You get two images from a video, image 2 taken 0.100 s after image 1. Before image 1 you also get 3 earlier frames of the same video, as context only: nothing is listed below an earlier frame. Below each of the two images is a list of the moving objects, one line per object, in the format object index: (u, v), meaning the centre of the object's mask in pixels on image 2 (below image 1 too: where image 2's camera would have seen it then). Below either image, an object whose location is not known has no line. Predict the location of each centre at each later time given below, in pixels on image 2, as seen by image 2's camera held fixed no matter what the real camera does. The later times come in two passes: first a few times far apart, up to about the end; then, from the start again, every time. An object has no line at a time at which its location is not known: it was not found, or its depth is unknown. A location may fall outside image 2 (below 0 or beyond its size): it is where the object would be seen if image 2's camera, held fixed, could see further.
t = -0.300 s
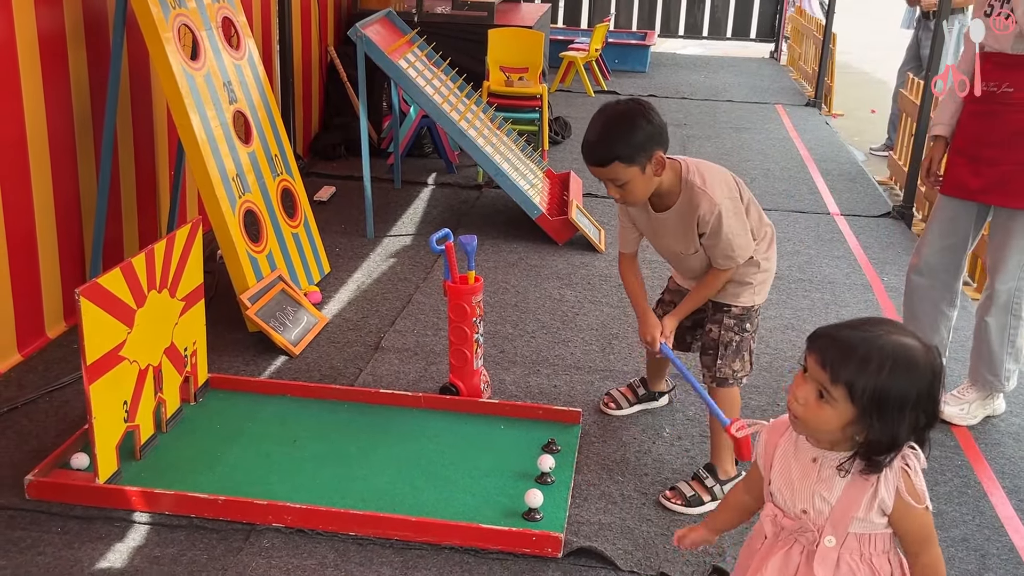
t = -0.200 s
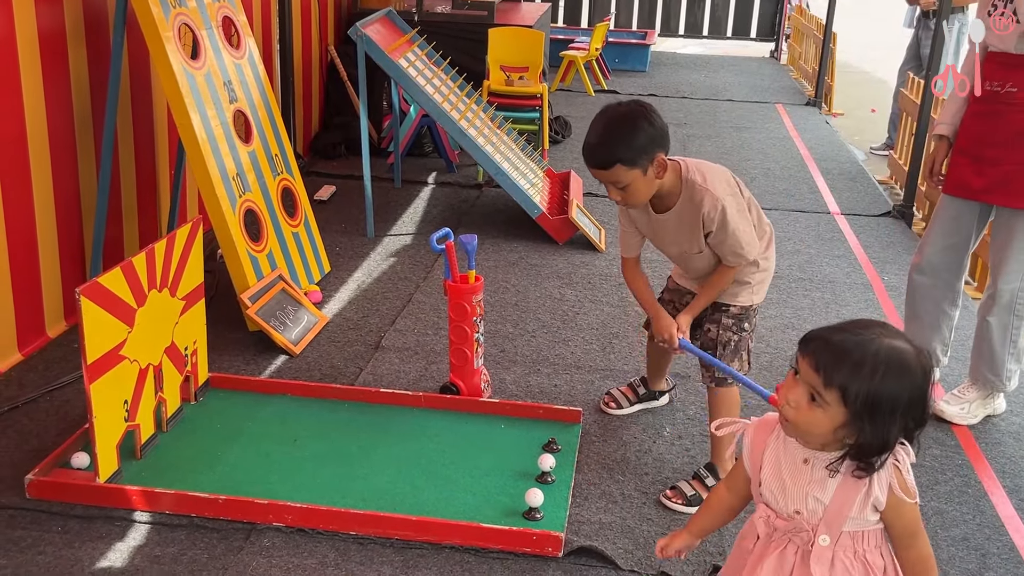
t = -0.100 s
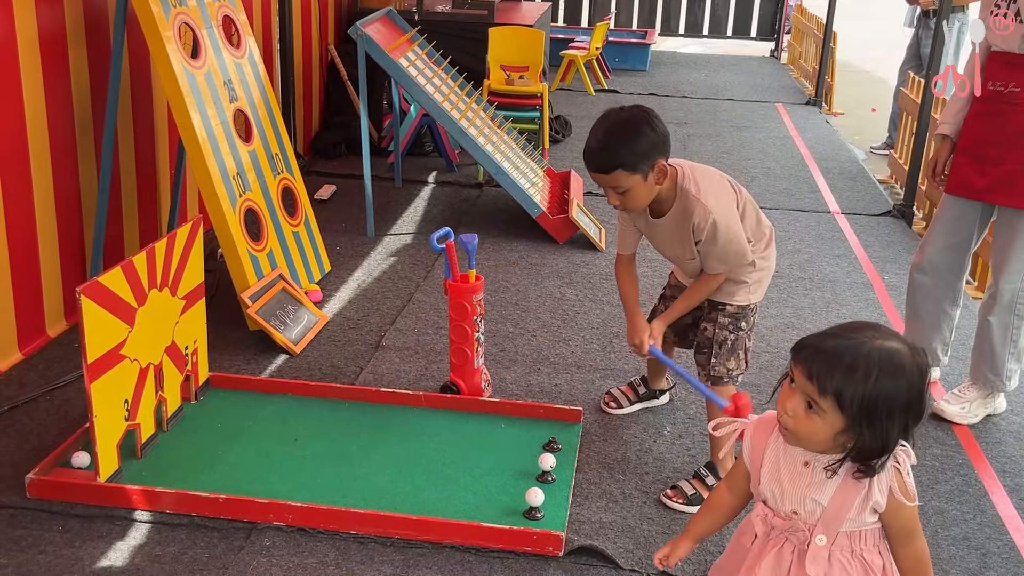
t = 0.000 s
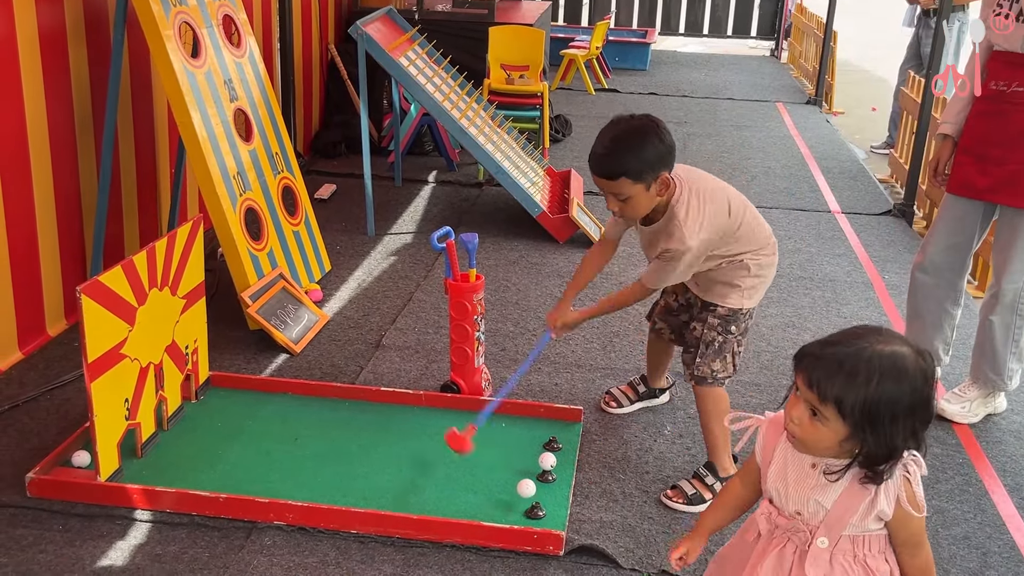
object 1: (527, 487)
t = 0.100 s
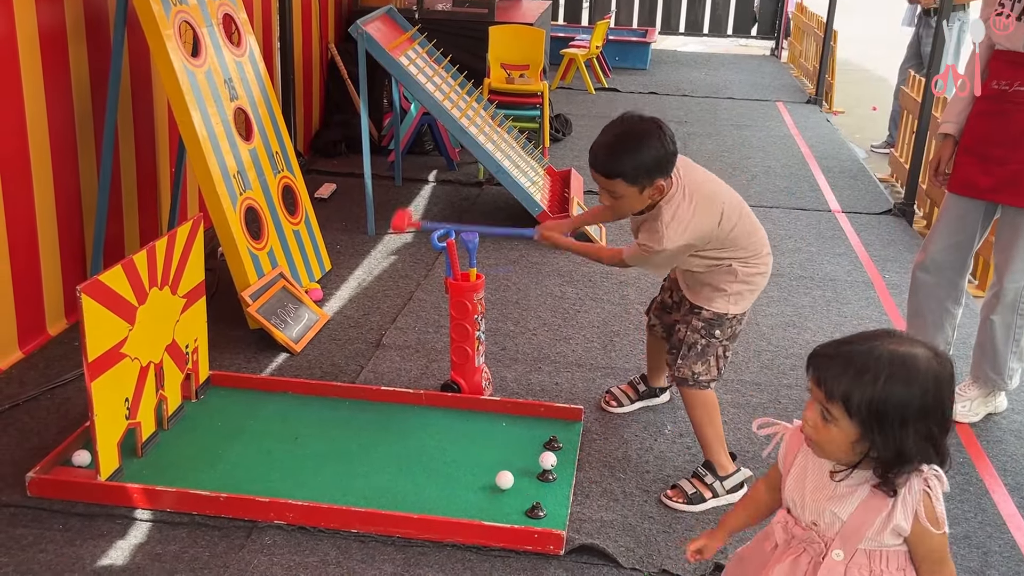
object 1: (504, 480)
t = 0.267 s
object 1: (473, 459)
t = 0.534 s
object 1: (433, 427)
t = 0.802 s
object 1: (402, 400)
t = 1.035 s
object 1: (376, 404)
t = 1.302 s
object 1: (354, 408)
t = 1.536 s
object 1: (341, 410)
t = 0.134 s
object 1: (498, 476)
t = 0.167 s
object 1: (491, 472)
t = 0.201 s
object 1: (485, 468)
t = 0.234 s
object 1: (479, 463)
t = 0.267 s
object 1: (473, 459)
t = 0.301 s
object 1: (467, 454)
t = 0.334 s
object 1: (462, 450)
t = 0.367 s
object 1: (456, 446)
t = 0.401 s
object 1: (451, 442)
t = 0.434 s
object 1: (447, 438)
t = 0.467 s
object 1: (442, 434)
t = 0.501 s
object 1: (437, 430)
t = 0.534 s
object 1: (433, 427)
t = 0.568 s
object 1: (429, 423)
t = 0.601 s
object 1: (425, 419)
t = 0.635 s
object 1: (421, 416)
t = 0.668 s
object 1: (417, 413)
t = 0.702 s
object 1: (413, 410)
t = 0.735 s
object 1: (409, 406)
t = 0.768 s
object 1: (406, 403)
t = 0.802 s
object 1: (402, 400)
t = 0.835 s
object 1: (398, 401)
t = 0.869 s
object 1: (394, 402)
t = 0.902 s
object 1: (390, 402)
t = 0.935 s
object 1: (387, 402)
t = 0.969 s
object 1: (383, 403)
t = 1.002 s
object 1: (379, 403)
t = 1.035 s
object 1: (376, 404)
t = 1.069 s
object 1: (373, 404)
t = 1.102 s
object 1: (370, 405)
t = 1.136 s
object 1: (367, 405)
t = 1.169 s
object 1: (364, 406)
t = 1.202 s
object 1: (361, 406)
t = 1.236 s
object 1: (359, 407)
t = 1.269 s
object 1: (356, 407)
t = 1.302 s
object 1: (354, 408)
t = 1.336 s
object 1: (352, 408)
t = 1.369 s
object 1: (350, 408)
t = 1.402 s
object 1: (348, 409)
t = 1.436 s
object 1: (346, 409)
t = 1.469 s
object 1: (345, 410)
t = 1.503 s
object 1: (343, 410)
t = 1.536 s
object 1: (341, 410)
